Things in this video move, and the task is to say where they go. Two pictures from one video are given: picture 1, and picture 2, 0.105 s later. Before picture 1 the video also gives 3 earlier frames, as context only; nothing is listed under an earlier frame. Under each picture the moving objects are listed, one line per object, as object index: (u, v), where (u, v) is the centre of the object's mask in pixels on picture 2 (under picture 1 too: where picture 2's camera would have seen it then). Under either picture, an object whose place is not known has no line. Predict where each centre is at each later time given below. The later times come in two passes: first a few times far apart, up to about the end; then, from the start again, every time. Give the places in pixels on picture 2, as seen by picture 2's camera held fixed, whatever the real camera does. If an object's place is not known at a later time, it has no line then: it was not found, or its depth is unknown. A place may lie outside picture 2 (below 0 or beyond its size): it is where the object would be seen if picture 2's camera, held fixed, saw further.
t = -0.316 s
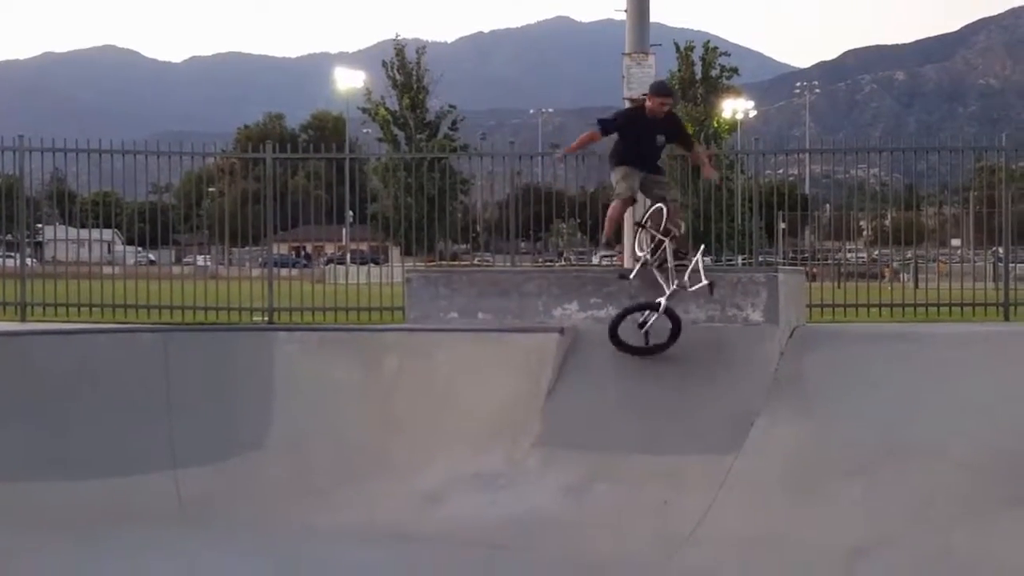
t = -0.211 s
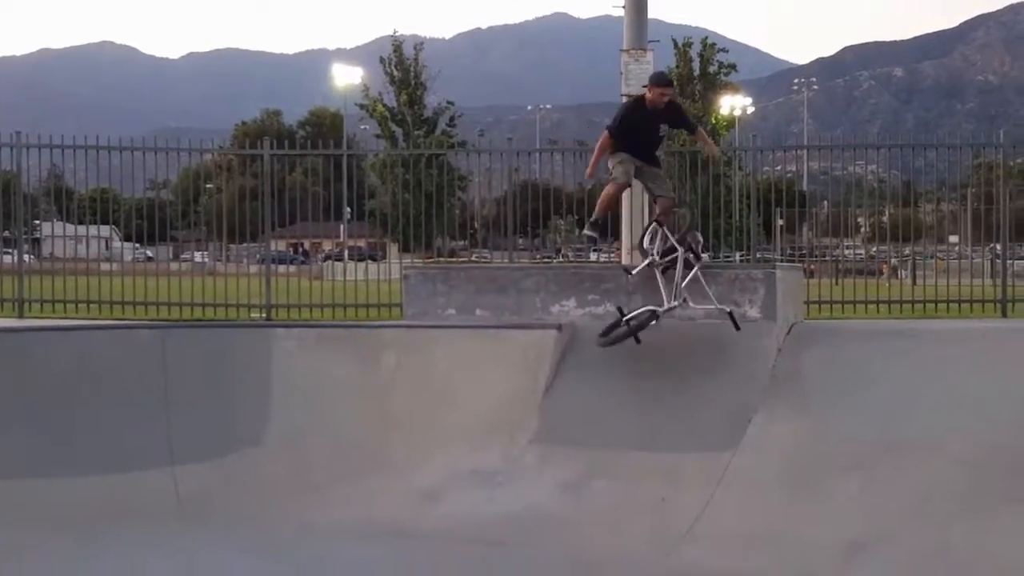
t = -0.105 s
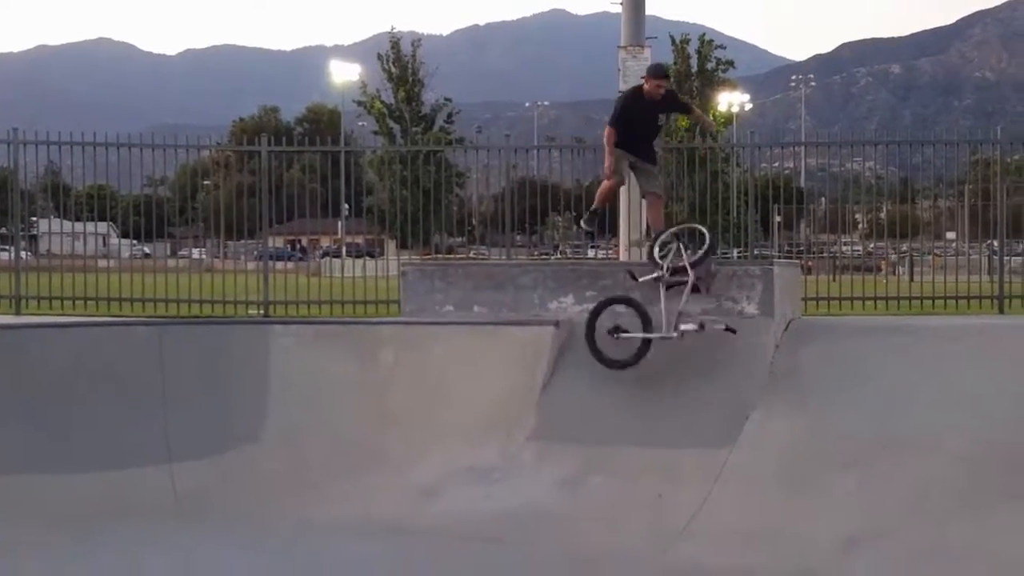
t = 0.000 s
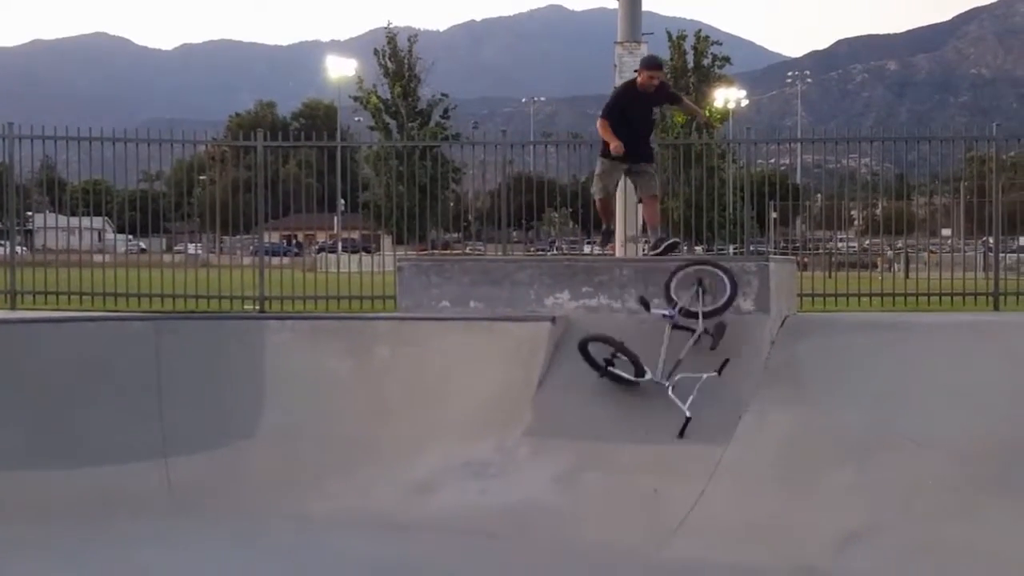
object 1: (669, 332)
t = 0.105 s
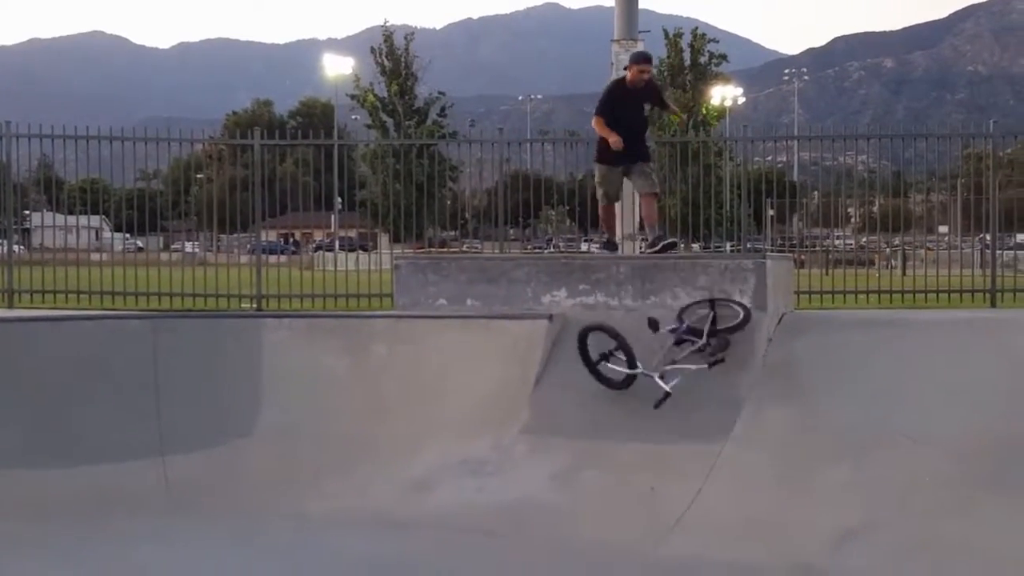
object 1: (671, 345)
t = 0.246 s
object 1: (652, 368)
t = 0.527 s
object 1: (661, 453)
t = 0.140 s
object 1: (663, 353)
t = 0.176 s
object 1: (660, 360)
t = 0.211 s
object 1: (651, 363)
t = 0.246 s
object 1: (652, 368)
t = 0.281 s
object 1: (653, 375)
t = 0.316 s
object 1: (655, 384)
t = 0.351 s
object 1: (657, 394)
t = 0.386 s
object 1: (658, 407)
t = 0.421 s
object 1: (660, 420)
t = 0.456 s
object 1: (661, 432)
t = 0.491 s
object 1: (662, 443)
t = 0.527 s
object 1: (661, 453)
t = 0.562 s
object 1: (664, 455)
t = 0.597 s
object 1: (665, 466)
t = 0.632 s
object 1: (664, 472)
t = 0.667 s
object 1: (661, 477)
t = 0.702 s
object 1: (659, 484)
